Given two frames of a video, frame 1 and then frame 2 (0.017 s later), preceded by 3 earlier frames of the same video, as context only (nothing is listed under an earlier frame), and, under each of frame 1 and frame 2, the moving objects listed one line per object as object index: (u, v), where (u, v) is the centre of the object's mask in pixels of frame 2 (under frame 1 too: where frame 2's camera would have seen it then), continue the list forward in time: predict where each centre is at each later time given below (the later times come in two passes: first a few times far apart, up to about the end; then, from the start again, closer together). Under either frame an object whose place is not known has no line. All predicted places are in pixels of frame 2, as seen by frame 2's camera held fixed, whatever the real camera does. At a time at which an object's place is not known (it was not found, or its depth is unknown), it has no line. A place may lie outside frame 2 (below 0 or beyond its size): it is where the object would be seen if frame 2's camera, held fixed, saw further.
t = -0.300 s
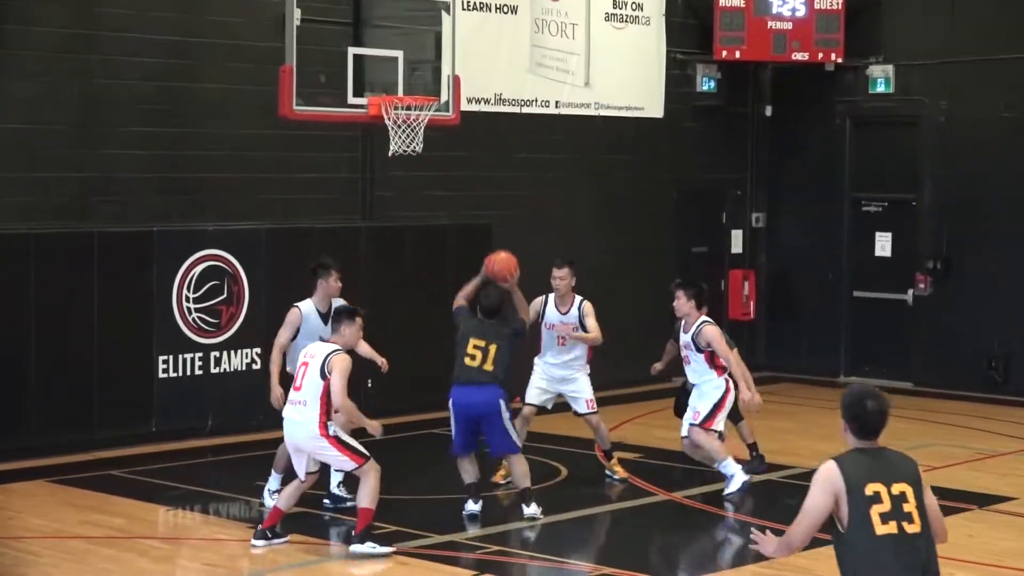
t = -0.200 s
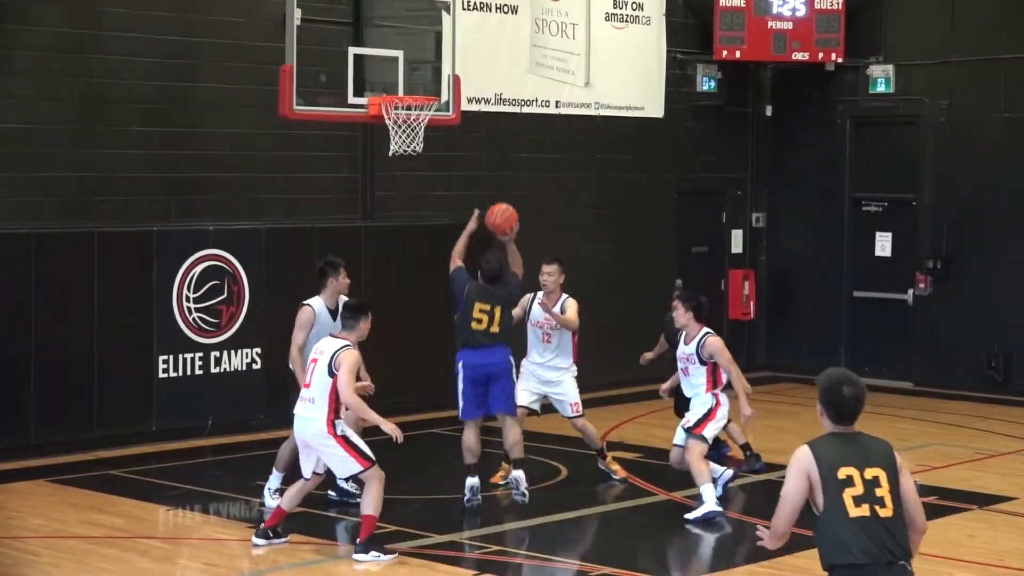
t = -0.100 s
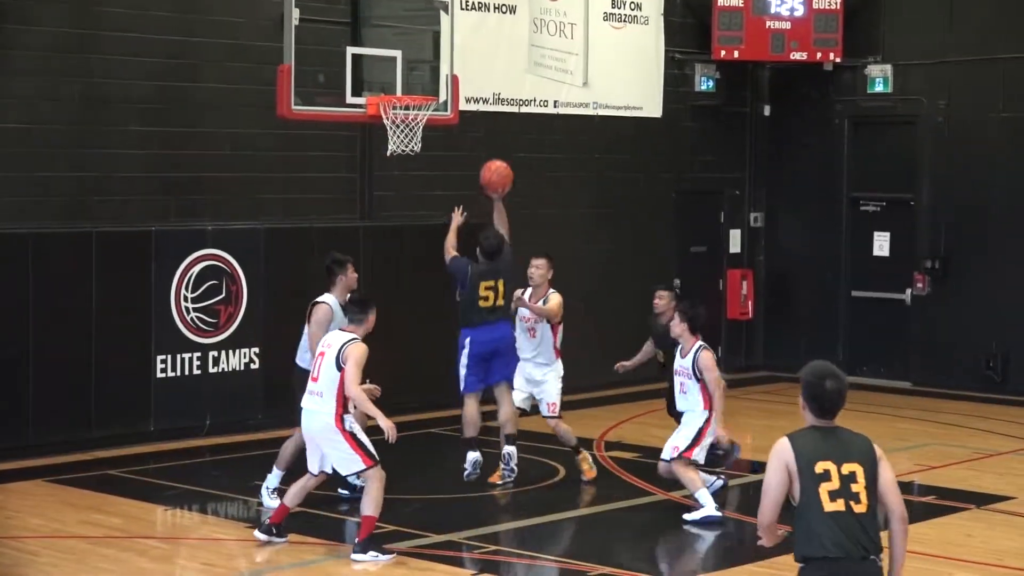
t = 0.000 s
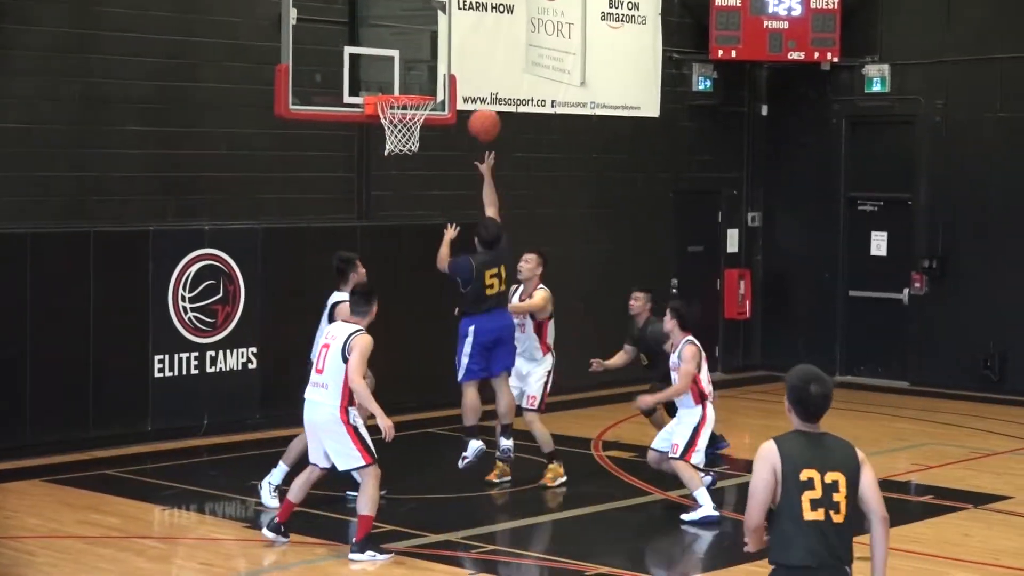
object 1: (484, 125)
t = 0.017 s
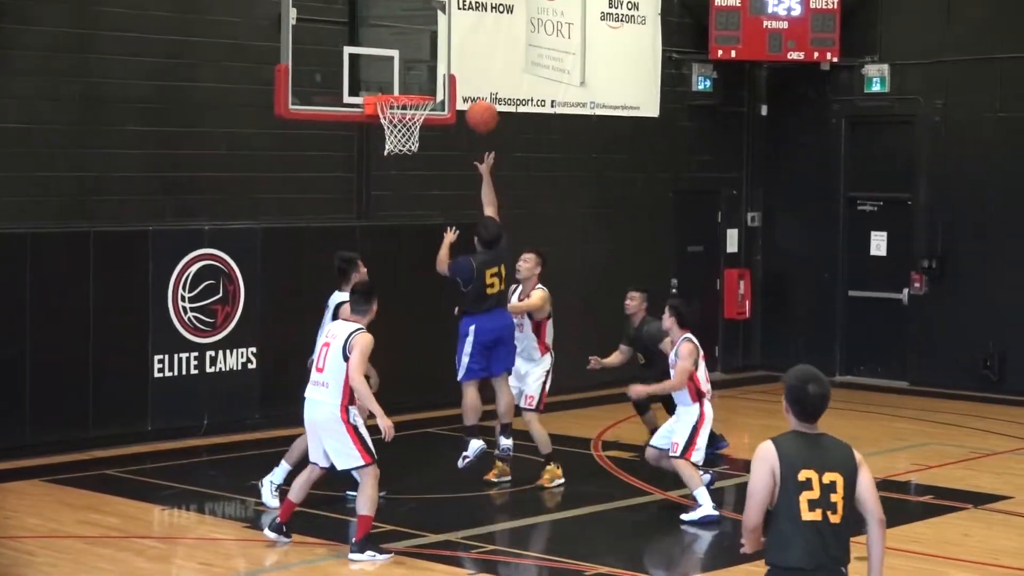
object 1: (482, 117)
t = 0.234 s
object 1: (456, 42)
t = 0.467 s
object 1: (431, 32)
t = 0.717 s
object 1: (405, 88)
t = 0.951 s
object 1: (395, 170)
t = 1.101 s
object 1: (394, 237)
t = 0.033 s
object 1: (480, 108)
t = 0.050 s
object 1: (478, 100)
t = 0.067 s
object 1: (476, 93)
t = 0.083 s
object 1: (473, 86)
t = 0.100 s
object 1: (472, 79)
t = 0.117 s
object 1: (470, 73)
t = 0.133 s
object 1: (468, 68)
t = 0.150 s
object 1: (466, 62)
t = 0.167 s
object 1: (464, 57)
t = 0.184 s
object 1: (462, 53)
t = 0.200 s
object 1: (460, 49)
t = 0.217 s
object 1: (458, 45)
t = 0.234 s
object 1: (456, 42)
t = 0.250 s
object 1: (454, 39)
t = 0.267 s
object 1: (452, 36)
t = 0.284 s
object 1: (451, 34)
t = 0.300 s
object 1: (449, 32)
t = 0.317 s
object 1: (447, 31)
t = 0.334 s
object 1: (445, 29)
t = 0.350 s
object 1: (443, 28)
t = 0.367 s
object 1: (441, 28)
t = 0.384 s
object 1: (440, 28)
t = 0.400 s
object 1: (438, 27)
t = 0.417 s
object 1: (436, 28)
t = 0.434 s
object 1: (435, 28)
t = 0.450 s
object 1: (433, 30)
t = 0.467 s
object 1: (431, 32)
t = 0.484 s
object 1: (429, 33)
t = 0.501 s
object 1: (428, 36)
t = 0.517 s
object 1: (426, 38)
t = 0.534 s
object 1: (424, 40)
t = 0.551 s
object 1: (423, 45)
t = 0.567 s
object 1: (421, 48)
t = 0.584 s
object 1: (419, 51)
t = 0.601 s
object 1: (417, 55)
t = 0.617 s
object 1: (416, 60)
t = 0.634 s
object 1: (414, 65)
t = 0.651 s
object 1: (412, 70)
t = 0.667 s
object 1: (410, 77)
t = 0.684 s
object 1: (408, 81)
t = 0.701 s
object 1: (406, 85)
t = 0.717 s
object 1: (405, 88)
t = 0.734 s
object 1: (404, 91)
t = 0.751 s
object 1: (400, 106)
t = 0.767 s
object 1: (398, 108)
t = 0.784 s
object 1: (398, 116)
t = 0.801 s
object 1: (398, 118)
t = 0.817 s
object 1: (397, 131)
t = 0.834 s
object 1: (397, 136)
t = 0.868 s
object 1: (396, 143)
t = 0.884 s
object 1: (396, 147)
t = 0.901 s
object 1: (396, 152)
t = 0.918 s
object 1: (396, 157)
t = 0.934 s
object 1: (396, 163)
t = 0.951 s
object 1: (395, 170)
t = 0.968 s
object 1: (395, 176)
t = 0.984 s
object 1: (395, 182)
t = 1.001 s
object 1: (395, 189)
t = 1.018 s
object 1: (395, 196)
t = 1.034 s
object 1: (395, 204)
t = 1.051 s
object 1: (395, 212)
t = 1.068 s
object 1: (394, 220)
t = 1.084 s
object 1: (394, 228)
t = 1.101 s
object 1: (394, 237)
